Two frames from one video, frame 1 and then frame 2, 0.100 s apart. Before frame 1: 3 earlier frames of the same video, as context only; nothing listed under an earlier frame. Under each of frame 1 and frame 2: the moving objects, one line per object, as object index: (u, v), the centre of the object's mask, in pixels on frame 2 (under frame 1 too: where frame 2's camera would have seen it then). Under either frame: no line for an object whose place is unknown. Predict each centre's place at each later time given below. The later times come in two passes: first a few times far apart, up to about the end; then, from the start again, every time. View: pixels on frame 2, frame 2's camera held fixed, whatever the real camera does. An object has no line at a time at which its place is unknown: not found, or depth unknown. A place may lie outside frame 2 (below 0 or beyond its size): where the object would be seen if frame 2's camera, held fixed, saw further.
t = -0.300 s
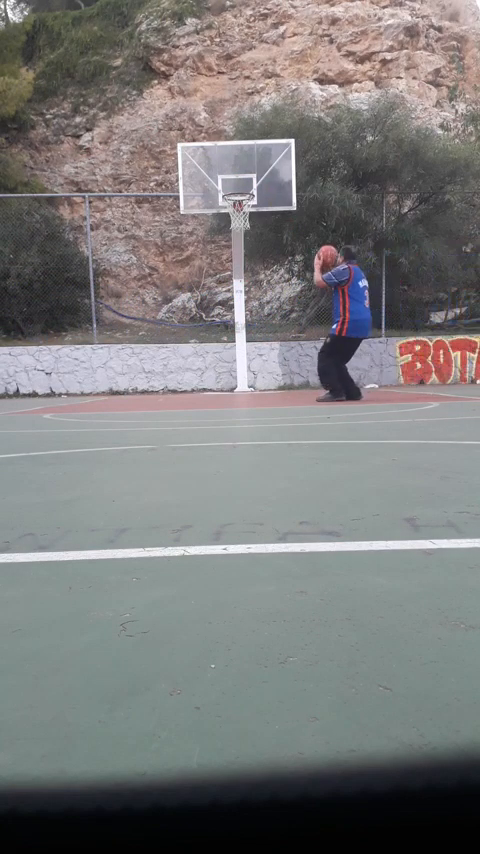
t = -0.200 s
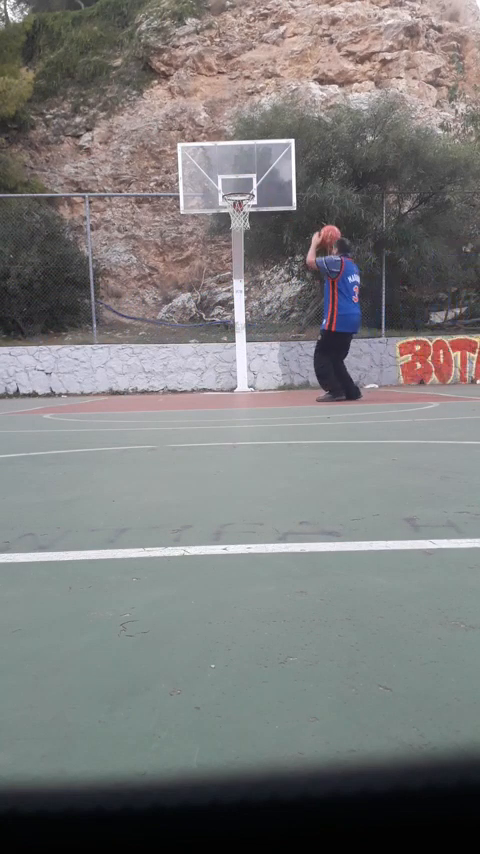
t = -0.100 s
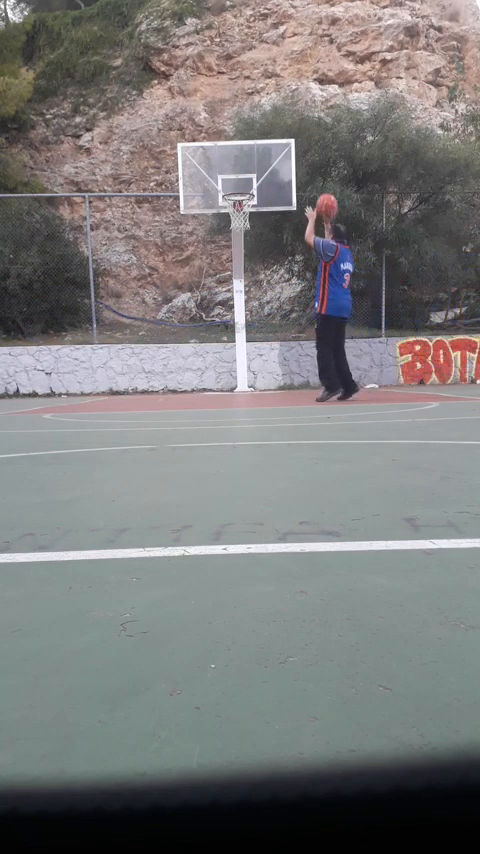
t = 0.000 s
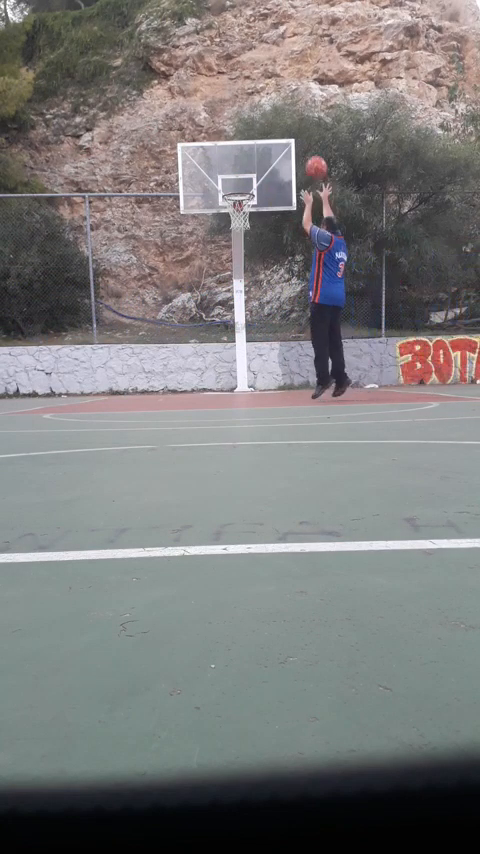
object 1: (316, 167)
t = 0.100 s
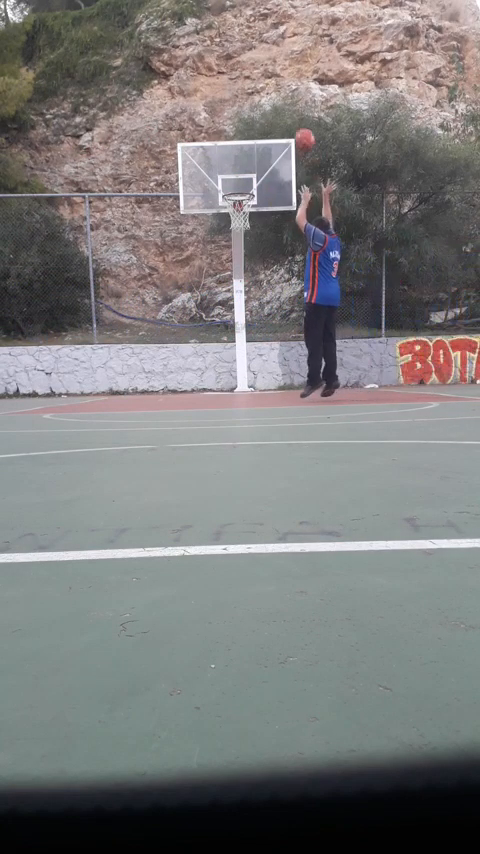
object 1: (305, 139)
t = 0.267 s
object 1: (287, 115)
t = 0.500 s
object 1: (265, 120)
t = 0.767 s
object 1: (246, 171)
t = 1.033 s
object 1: (233, 214)
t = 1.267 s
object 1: (232, 237)
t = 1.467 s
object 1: (232, 285)
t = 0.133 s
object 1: (301, 133)
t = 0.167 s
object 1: (297, 127)
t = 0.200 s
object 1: (294, 122)
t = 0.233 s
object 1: (290, 118)
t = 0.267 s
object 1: (287, 115)
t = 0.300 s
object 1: (283, 114)
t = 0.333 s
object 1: (280, 113)
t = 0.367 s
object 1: (277, 113)
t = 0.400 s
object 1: (273, 114)
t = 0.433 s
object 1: (271, 115)
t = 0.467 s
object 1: (268, 118)
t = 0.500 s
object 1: (265, 120)
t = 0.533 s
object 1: (263, 124)
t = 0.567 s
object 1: (260, 128)
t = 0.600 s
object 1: (258, 134)
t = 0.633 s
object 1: (255, 140)
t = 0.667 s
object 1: (253, 148)
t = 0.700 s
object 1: (251, 156)
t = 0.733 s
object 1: (248, 163)
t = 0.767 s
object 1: (246, 171)
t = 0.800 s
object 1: (244, 181)
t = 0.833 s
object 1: (242, 188)
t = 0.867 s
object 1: (240, 192)
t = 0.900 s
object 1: (238, 201)
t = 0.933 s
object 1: (236, 205)
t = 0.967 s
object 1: (235, 210)
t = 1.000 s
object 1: (234, 212)
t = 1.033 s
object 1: (233, 214)
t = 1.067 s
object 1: (232, 216)
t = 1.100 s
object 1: (233, 217)
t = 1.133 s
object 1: (233, 220)
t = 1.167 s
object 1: (232, 223)
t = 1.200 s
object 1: (232, 228)
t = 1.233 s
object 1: (232, 232)
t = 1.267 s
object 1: (232, 237)
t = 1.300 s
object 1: (232, 243)
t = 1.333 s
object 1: (232, 250)
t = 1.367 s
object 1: (232, 258)
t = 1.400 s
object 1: (232, 265)
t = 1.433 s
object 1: (232, 275)
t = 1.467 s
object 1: (232, 285)
